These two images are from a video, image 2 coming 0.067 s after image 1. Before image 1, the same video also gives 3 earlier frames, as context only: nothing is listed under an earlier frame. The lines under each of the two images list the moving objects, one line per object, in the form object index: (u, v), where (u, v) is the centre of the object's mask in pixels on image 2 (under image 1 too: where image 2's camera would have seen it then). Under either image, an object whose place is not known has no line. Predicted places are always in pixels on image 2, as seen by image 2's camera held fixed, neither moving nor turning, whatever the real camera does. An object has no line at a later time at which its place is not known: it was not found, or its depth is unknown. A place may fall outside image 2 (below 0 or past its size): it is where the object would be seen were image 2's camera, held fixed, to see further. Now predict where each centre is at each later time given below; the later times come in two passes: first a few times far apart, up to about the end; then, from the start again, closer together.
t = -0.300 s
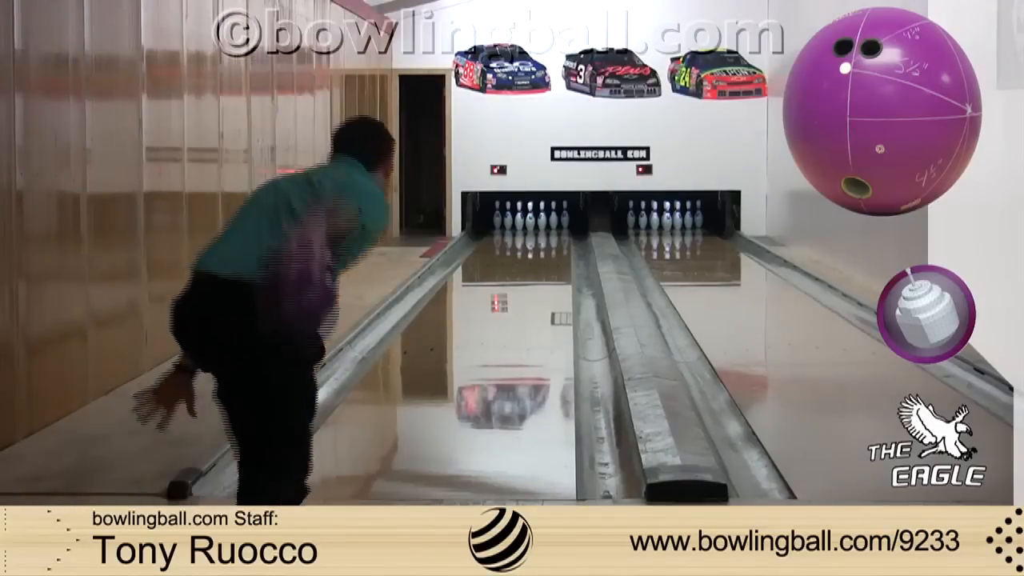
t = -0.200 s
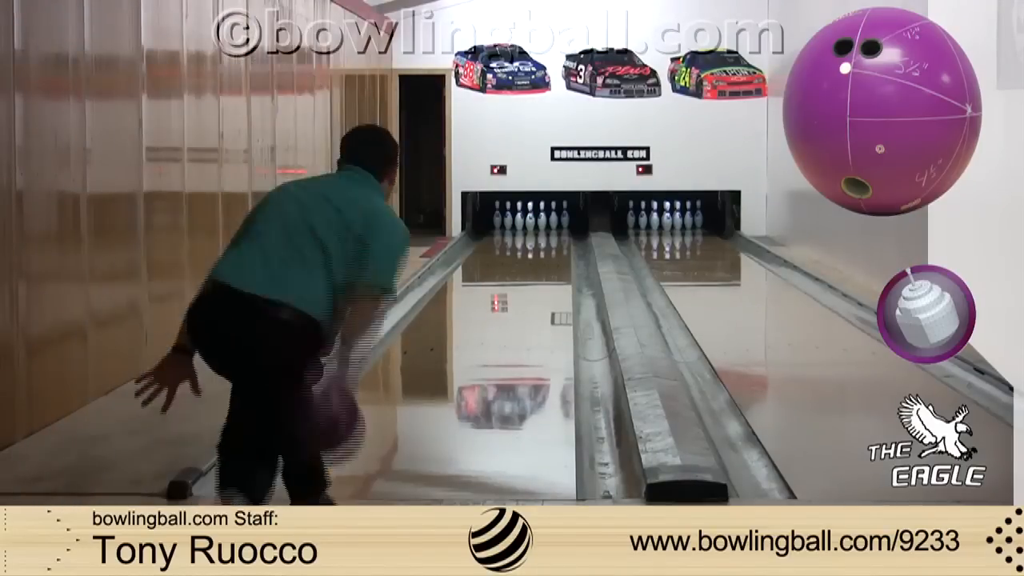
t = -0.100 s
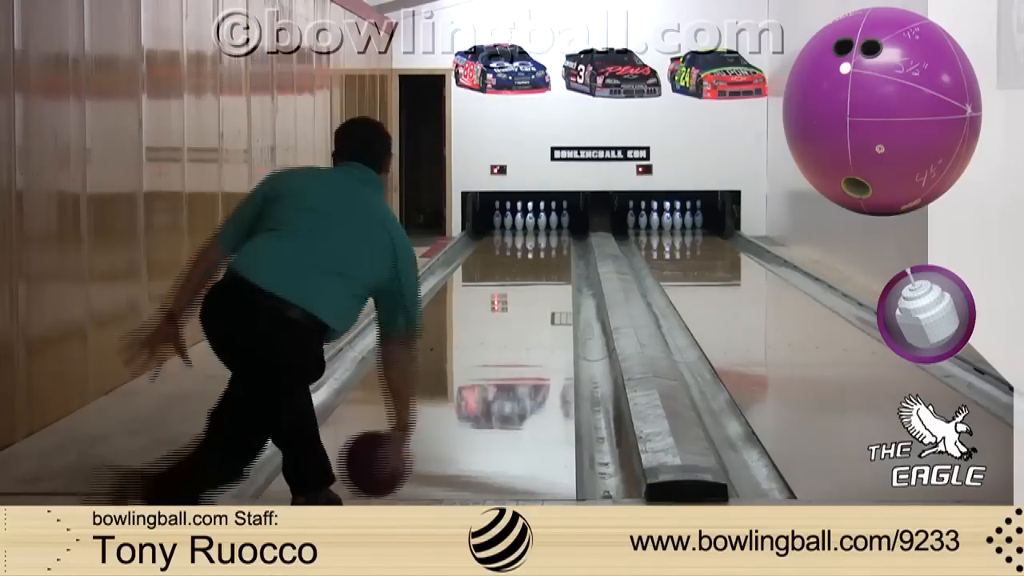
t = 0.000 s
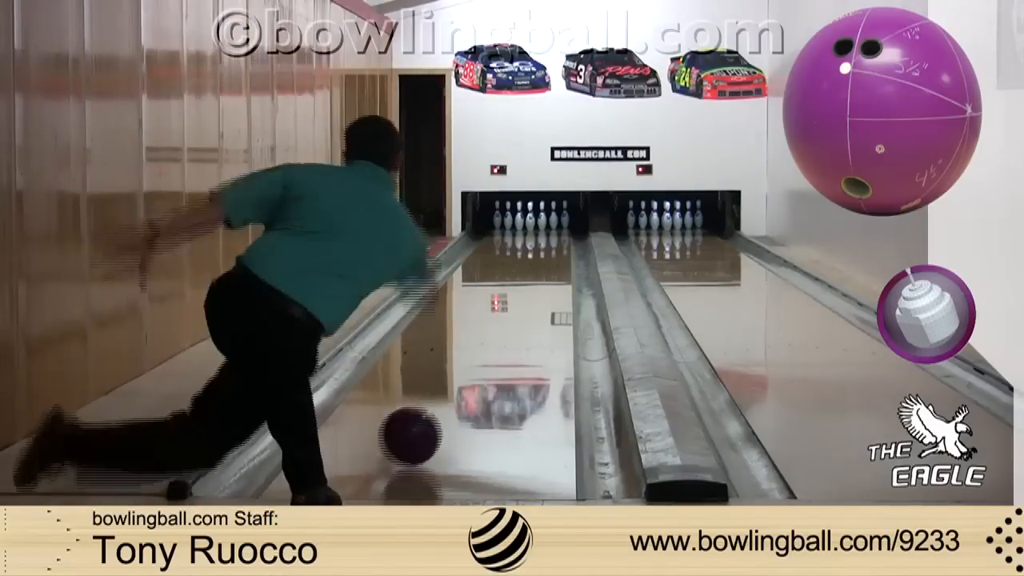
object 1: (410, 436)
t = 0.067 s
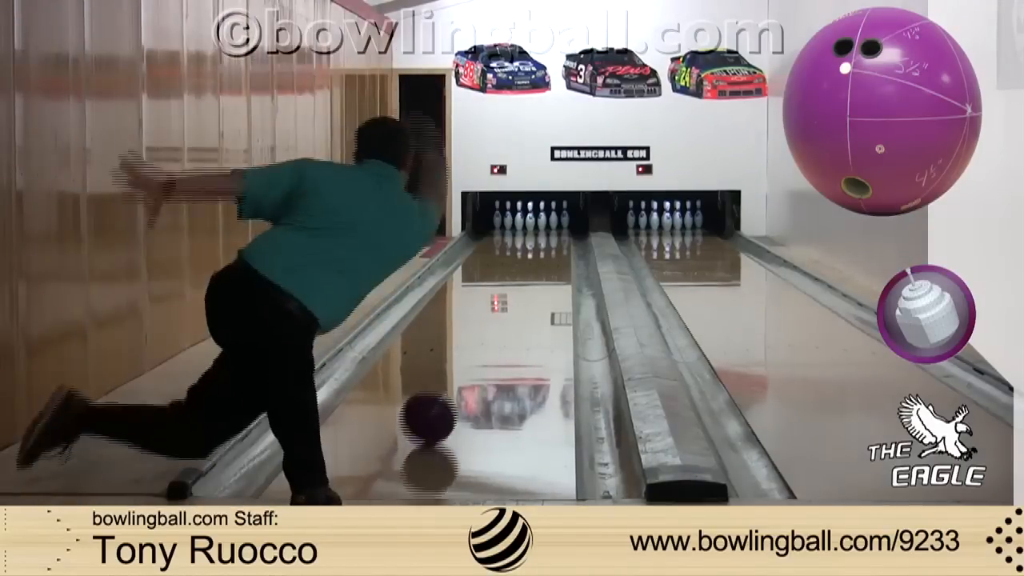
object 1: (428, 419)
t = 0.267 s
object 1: (470, 367)
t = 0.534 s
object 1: (501, 327)
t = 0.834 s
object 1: (528, 290)
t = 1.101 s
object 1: (542, 270)
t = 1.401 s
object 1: (551, 253)
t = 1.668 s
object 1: (556, 242)
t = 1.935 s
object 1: (553, 233)
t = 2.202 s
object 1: (542, 226)
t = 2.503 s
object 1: (541, 222)
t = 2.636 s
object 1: (541, 220)
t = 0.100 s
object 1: (436, 408)
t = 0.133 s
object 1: (444, 399)
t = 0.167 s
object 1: (451, 390)
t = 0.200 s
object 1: (458, 381)
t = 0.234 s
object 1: (464, 374)
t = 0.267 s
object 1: (470, 367)
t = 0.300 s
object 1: (475, 360)
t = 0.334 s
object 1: (480, 354)
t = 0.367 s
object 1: (484, 348)
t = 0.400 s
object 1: (489, 342)
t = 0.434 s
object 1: (493, 337)
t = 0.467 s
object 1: (497, 332)
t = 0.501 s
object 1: (501, 327)
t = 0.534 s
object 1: (501, 327)
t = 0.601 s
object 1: (511, 313)
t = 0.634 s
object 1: (513, 310)
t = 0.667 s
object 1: (516, 306)
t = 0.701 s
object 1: (518, 302)
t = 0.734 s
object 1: (521, 299)
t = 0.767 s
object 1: (523, 296)
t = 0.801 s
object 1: (526, 293)
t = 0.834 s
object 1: (528, 290)
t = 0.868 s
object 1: (530, 287)
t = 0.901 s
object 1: (532, 284)
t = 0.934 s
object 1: (534, 282)
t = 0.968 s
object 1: (536, 279)
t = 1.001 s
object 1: (537, 276)
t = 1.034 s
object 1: (539, 274)
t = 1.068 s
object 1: (540, 272)
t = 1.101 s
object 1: (542, 270)
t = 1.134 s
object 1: (543, 268)
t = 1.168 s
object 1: (544, 266)
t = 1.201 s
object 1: (545, 265)
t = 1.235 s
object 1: (547, 262)
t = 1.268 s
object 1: (548, 260)
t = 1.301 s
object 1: (549, 258)
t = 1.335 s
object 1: (550, 257)
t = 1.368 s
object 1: (551, 255)
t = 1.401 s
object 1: (551, 253)
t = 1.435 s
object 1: (552, 252)
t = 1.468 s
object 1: (553, 250)
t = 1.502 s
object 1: (555, 248)
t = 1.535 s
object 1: (555, 247)
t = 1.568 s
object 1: (556, 246)
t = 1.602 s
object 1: (556, 244)
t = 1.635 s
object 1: (556, 242)
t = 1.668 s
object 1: (556, 242)
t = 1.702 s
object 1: (556, 240)
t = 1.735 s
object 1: (556, 239)
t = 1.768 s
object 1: (556, 238)
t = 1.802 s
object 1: (556, 237)
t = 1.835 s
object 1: (556, 236)
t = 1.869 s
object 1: (556, 235)
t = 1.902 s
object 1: (554, 233)
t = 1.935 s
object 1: (553, 233)
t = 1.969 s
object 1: (553, 232)
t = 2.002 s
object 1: (551, 231)
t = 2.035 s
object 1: (550, 230)
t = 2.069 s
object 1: (549, 229)
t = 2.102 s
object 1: (546, 228)
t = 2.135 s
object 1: (544, 227)
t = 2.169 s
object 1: (544, 226)
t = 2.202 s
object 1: (542, 226)
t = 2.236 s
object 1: (541, 226)
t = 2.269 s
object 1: (540, 225)
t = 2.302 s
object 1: (539, 225)
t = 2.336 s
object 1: (539, 224)
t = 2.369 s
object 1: (538, 222)
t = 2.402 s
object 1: (538, 222)
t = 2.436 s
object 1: (540, 222)
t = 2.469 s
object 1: (540, 222)
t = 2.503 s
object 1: (541, 222)
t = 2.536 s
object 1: (542, 222)
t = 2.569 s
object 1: (543, 220)
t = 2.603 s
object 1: (542, 220)
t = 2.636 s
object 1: (541, 220)
